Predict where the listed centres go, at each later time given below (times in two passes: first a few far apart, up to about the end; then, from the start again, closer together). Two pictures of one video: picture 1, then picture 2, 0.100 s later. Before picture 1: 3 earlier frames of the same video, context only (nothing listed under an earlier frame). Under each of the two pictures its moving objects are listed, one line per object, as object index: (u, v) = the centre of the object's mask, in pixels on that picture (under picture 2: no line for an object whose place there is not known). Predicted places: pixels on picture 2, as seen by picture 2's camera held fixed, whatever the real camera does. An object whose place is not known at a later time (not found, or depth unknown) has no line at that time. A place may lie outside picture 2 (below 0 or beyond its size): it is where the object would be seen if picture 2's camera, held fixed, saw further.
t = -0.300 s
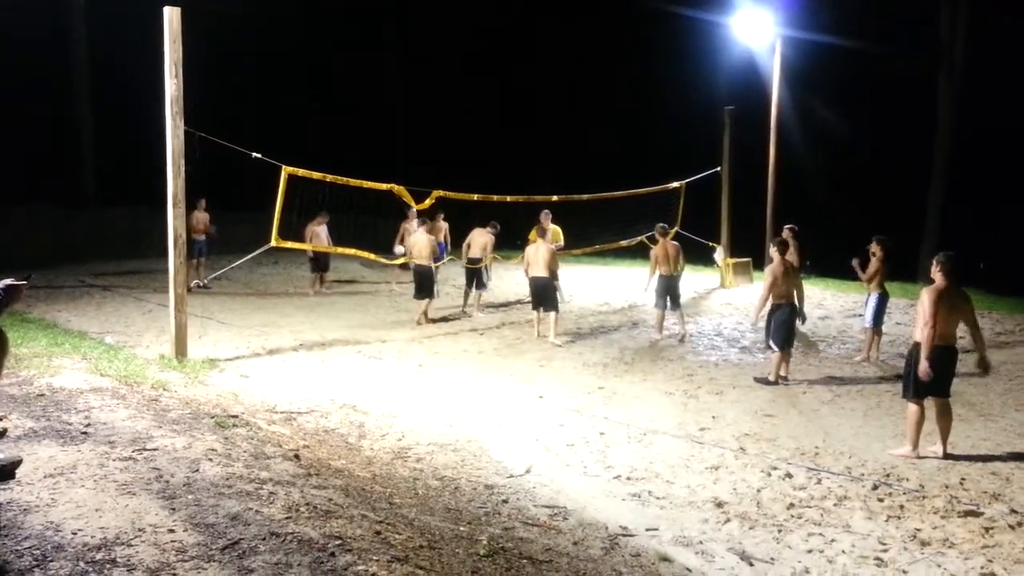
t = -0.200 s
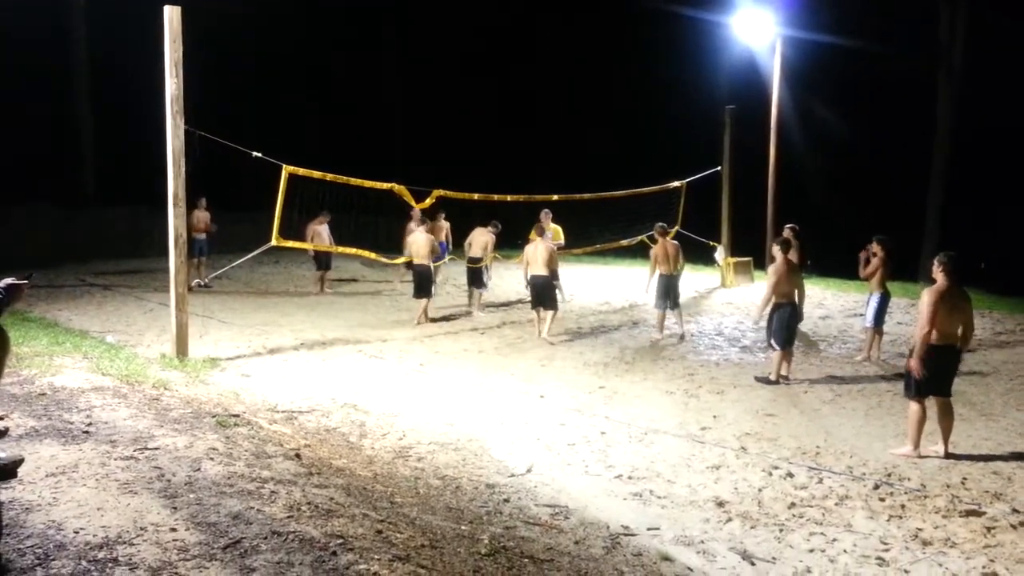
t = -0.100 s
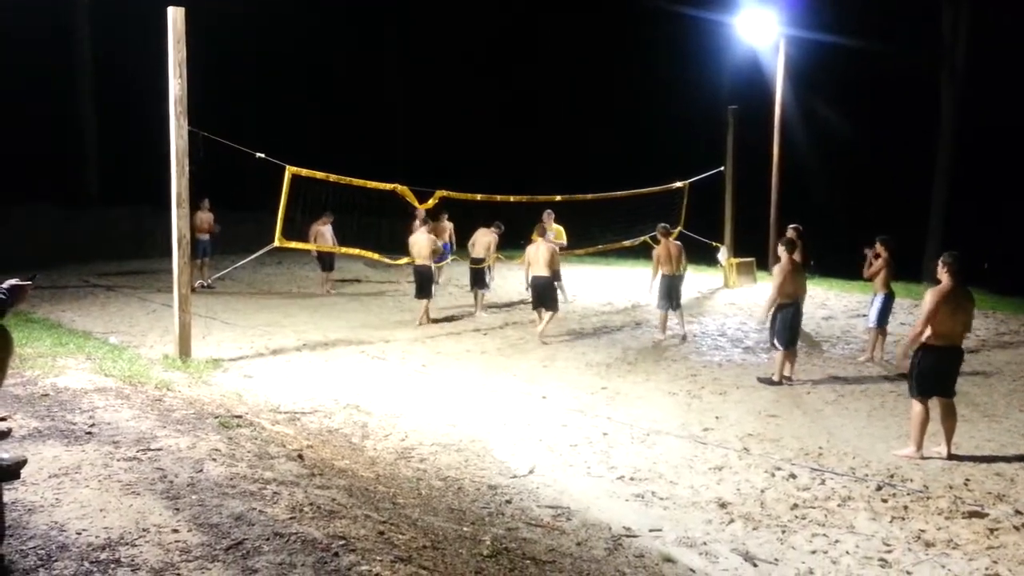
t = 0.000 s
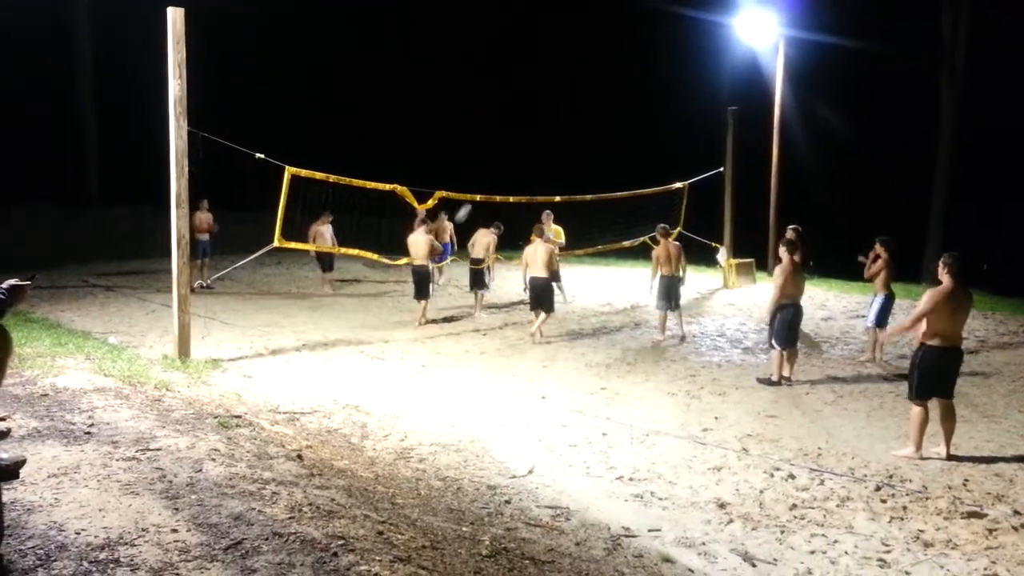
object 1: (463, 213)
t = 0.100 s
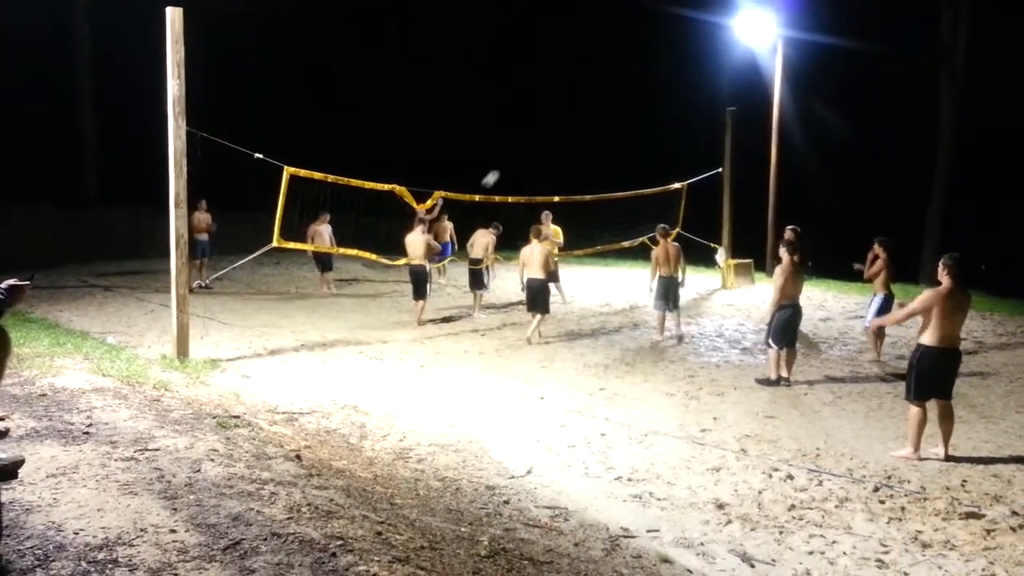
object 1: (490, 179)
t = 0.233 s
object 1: (531, 141)
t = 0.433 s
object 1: (595, 100)
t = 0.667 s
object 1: (676, 80)
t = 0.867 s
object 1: (745, 93)
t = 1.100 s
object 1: (823, 138)
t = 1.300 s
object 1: (887, 209)
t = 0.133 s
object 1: (500, 168)
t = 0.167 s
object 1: (511, 159)
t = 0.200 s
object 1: (521, 150)
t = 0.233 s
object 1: (531, 141)
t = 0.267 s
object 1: (541, 133)
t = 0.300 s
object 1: (552, 126)
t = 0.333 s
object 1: (563, 118)
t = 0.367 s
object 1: (574, 112)
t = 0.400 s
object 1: (585, 105)
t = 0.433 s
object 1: (595, 100)
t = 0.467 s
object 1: (606, 96)
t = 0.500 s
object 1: (618, 92)
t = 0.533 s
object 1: (630, 87)
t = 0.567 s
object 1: (641, 84)
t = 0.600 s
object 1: (653, 81)
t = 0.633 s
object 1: (665, 81)
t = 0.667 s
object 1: (676, 80)
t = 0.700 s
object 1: (688, 80)
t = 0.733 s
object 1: (699, 81)
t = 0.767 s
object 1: (712, 82)
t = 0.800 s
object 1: (723, 84)
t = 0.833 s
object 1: (734, 87)
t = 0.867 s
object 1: (745, 93)
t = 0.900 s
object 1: (756, 98)
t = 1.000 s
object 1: (790, 114)
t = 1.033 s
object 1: (800, 121)
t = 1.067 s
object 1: (811, 130)
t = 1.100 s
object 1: (823, 138)
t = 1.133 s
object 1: (833, 149)
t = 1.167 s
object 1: (843, 160)
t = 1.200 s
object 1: (853, 171)
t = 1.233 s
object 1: (865, 183)
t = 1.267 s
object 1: (876, 195)
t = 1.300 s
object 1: (887, 209)
